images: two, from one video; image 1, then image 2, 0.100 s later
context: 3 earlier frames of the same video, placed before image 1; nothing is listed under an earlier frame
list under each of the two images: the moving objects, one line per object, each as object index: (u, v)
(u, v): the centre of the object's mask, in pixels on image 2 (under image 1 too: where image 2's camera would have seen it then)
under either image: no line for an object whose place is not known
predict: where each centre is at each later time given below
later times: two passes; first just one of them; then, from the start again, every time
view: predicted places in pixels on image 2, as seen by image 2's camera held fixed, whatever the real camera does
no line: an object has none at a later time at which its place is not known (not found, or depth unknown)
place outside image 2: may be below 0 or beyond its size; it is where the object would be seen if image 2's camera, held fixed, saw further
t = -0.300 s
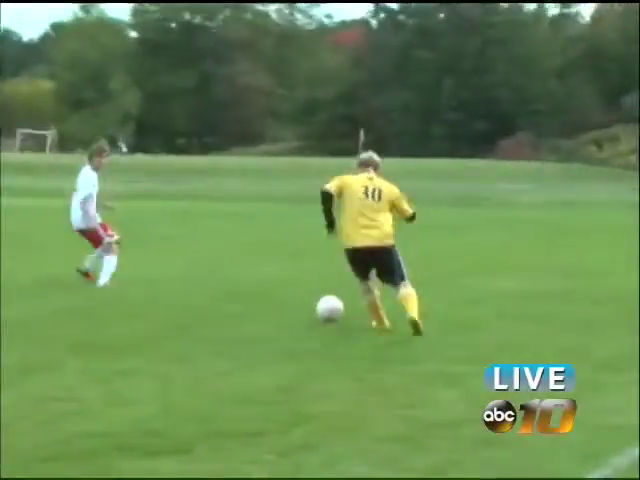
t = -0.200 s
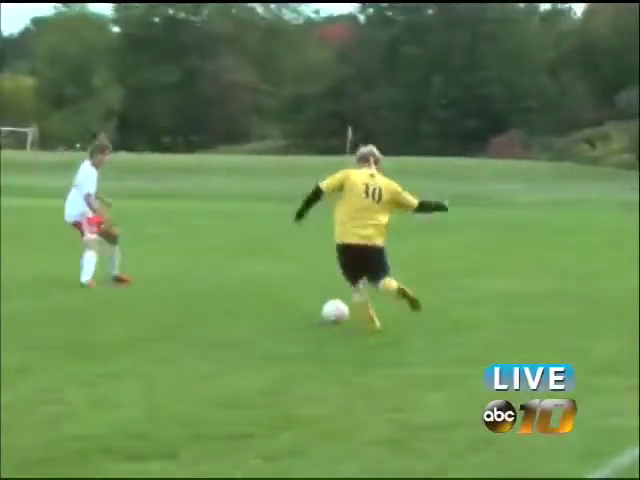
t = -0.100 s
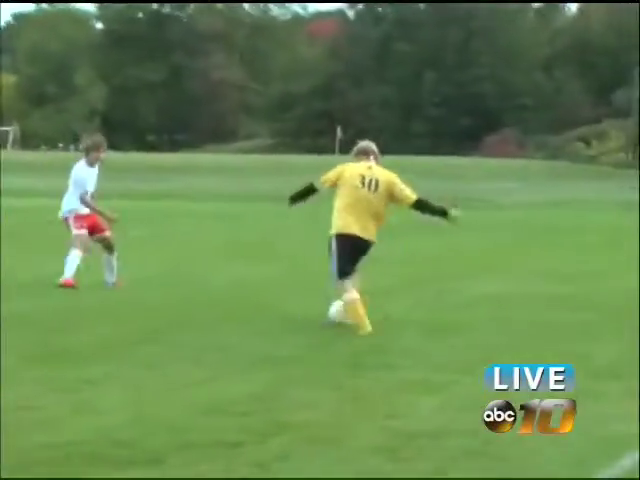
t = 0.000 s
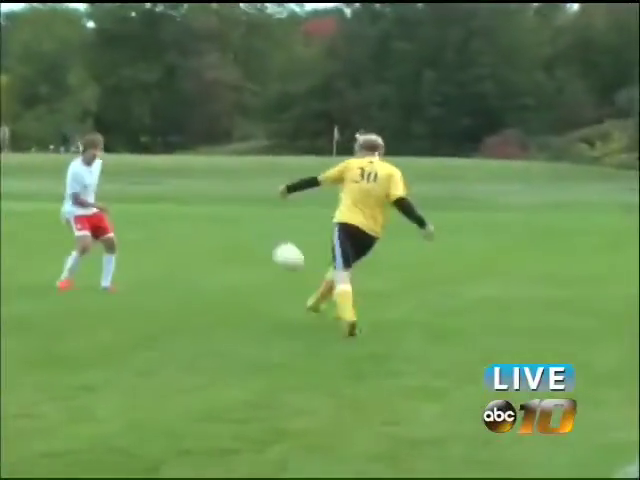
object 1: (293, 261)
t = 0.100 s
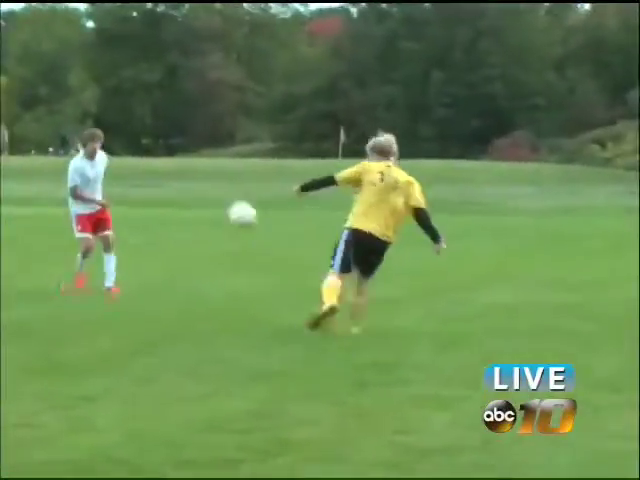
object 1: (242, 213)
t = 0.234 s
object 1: (177, 168)
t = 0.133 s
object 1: (226, 200)
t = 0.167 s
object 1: (209, 189)
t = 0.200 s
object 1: (192, 178)
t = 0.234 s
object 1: (177, 168)
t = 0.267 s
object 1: (164, 160)
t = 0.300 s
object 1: (152, 153)
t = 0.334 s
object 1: (139, 149)
